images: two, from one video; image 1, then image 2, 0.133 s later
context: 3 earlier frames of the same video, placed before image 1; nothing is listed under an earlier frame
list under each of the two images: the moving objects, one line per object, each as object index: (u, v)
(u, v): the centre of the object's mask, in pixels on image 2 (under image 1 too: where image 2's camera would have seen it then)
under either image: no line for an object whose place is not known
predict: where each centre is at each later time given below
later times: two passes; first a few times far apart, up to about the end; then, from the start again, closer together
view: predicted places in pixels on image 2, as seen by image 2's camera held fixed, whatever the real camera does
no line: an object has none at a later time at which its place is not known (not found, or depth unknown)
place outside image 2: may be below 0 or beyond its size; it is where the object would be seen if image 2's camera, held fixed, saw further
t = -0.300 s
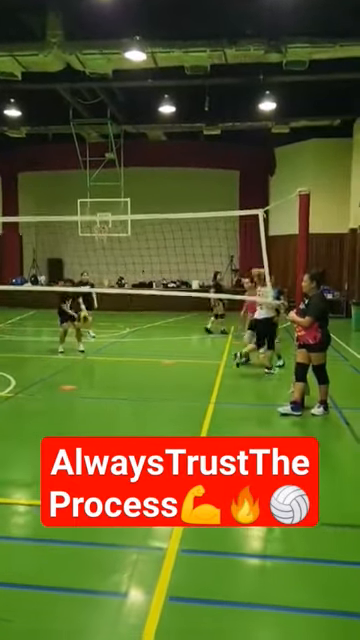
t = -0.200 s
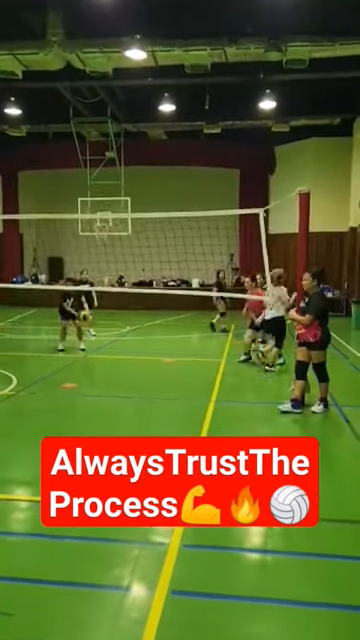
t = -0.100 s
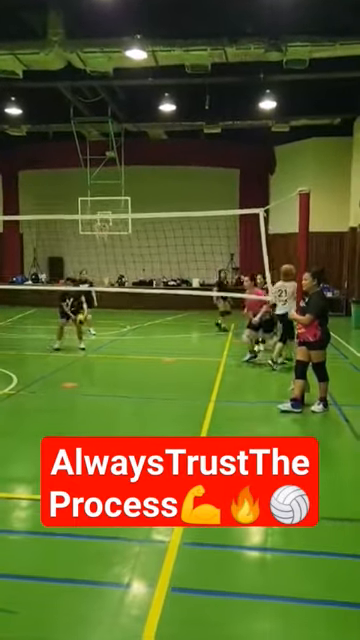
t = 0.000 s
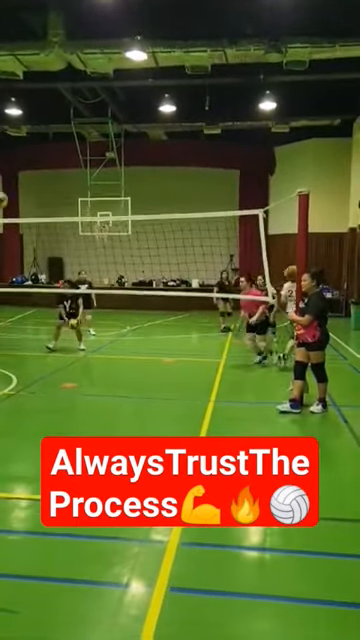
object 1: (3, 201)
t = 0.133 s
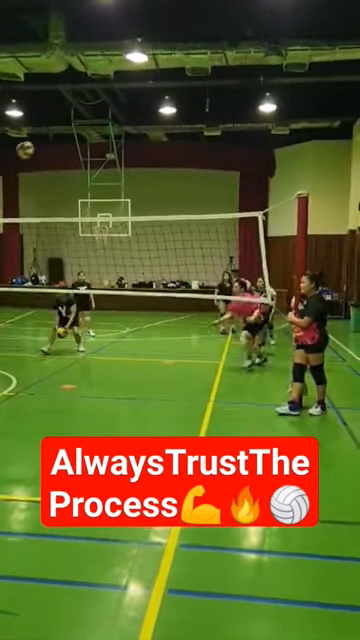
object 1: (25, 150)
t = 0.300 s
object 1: (57, 103)
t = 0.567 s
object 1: (107, 71)
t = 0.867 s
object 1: (161, 97)
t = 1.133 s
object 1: (205, 174)
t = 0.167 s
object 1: (32, 138)
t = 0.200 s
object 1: (37, 128)
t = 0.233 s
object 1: (44, 118)
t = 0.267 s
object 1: (50, 110)
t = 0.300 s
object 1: (57, 103)
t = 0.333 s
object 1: (63, 96)
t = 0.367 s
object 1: (69, 90)
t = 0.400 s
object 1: (75, 84)
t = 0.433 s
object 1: (82, 80)
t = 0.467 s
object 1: (89, 77)
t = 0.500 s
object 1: (94, 74)
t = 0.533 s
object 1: (101, 72)
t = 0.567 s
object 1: (107, 71)
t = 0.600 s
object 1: (113, 70)
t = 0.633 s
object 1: (119, 71)
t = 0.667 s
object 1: (125, 73)
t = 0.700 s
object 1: (130, 75)
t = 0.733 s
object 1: (136, 77)
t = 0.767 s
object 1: (143, 81)
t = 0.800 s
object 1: (149, 86)
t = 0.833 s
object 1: (155, 91)
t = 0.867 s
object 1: (161, 97)
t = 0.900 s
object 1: (166, 104)
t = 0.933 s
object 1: (173, 114)
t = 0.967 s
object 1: (178, 121)
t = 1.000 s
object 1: (183, 130)
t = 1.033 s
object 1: (189, 140)
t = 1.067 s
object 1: (195, 152)
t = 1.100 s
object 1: (200, 163)
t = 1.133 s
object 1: (205, 174)
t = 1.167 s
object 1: (211, 188)
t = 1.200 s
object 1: (216, 201)
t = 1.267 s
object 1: (227, 230)
